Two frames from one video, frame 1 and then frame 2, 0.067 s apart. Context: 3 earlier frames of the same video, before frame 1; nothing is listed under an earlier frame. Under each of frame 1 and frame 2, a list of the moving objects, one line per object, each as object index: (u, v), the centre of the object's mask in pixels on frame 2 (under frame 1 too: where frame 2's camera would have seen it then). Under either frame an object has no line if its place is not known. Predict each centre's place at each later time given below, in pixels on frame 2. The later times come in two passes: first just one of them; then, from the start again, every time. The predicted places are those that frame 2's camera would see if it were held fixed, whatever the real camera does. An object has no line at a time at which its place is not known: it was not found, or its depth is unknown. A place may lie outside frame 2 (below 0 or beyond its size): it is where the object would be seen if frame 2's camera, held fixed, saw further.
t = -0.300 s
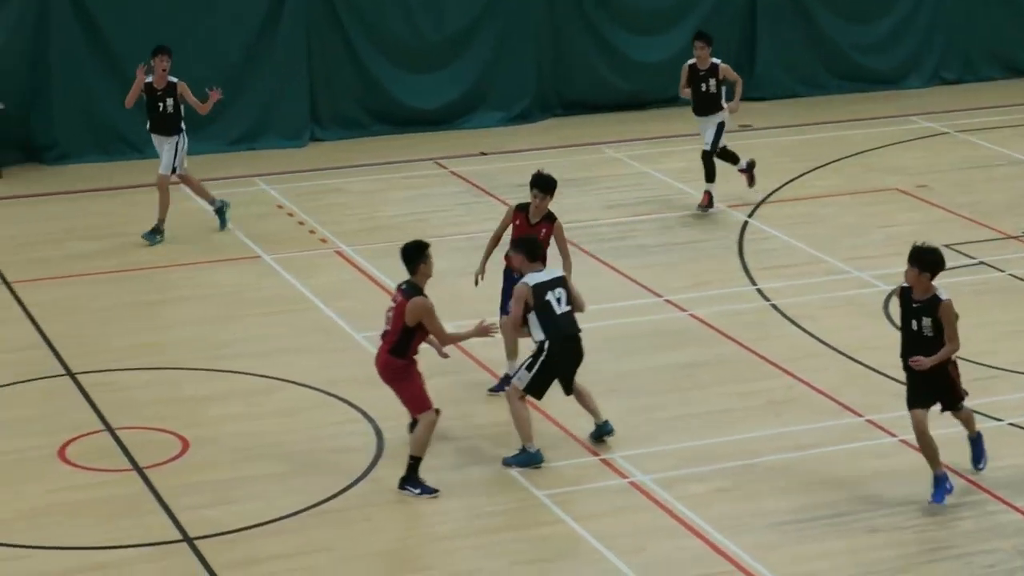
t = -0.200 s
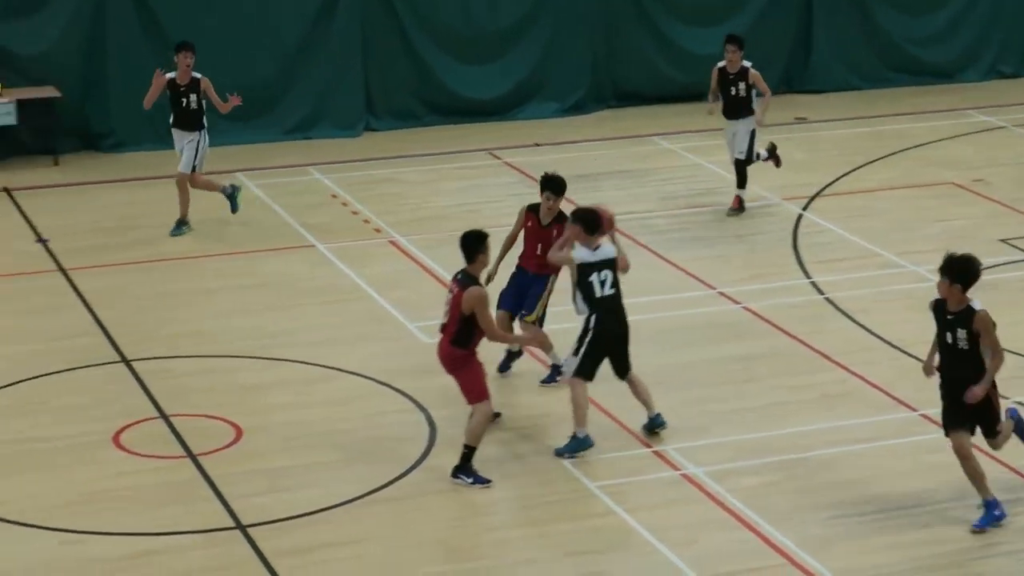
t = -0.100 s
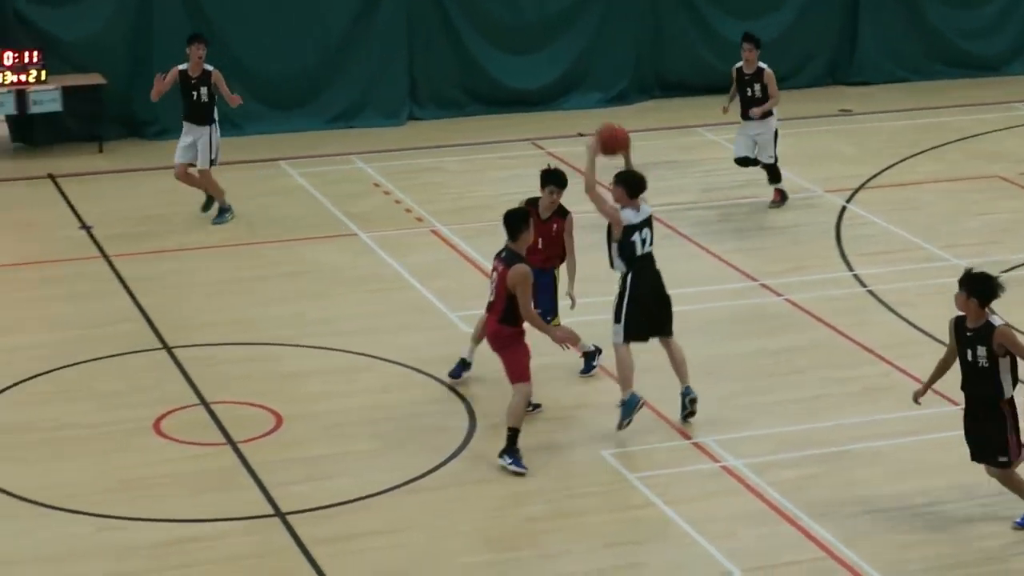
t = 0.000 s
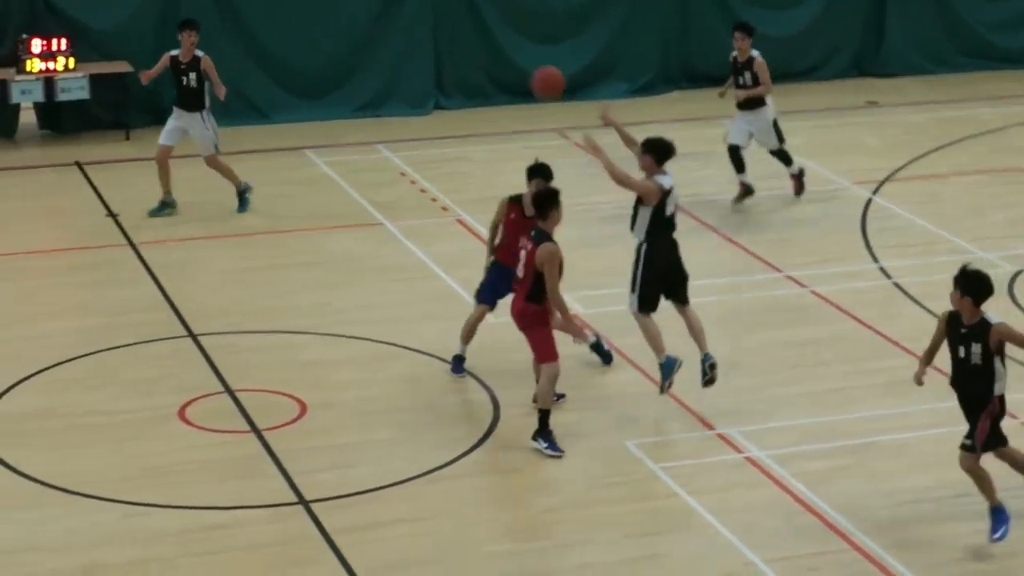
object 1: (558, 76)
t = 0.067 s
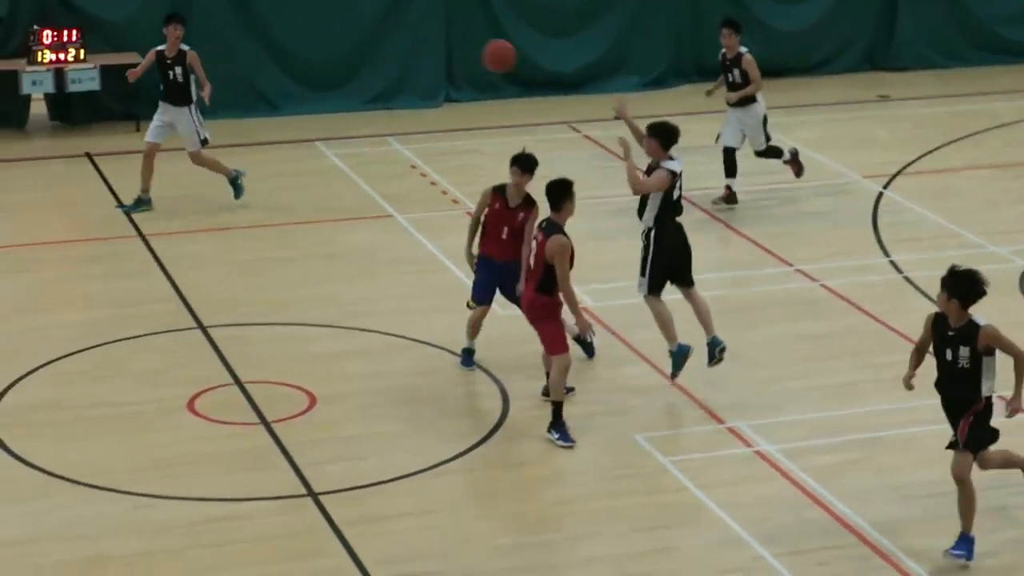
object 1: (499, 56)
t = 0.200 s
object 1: (391, 36)
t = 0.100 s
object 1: (470, 49)
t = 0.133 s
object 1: (442, 43)
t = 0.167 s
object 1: (415, 39)
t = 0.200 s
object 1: (391, 36)
